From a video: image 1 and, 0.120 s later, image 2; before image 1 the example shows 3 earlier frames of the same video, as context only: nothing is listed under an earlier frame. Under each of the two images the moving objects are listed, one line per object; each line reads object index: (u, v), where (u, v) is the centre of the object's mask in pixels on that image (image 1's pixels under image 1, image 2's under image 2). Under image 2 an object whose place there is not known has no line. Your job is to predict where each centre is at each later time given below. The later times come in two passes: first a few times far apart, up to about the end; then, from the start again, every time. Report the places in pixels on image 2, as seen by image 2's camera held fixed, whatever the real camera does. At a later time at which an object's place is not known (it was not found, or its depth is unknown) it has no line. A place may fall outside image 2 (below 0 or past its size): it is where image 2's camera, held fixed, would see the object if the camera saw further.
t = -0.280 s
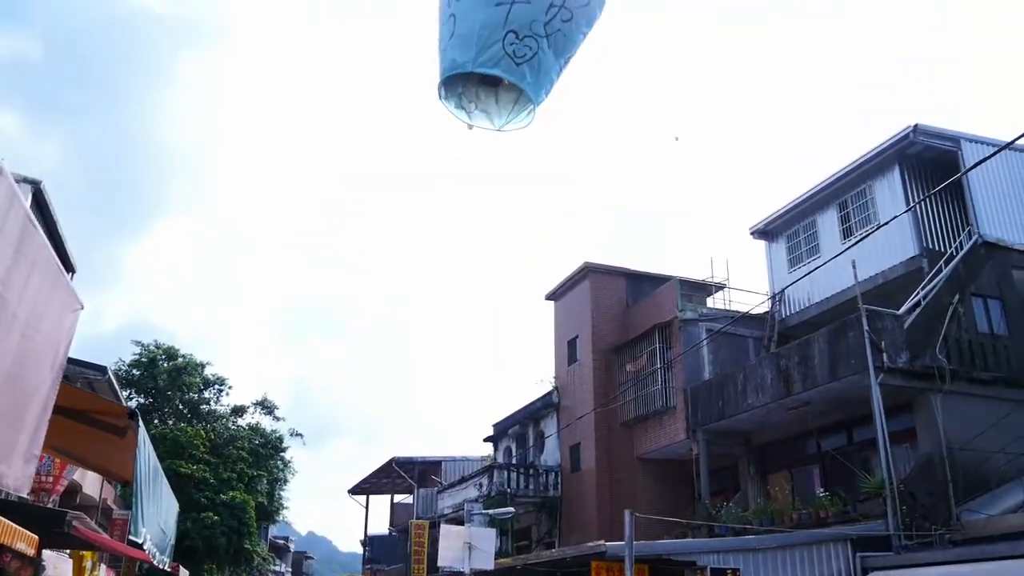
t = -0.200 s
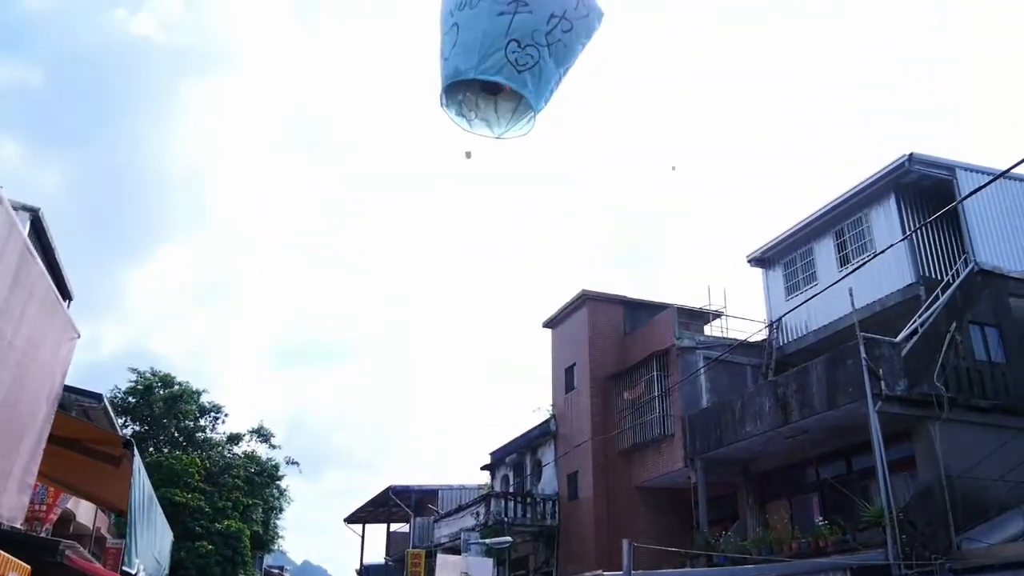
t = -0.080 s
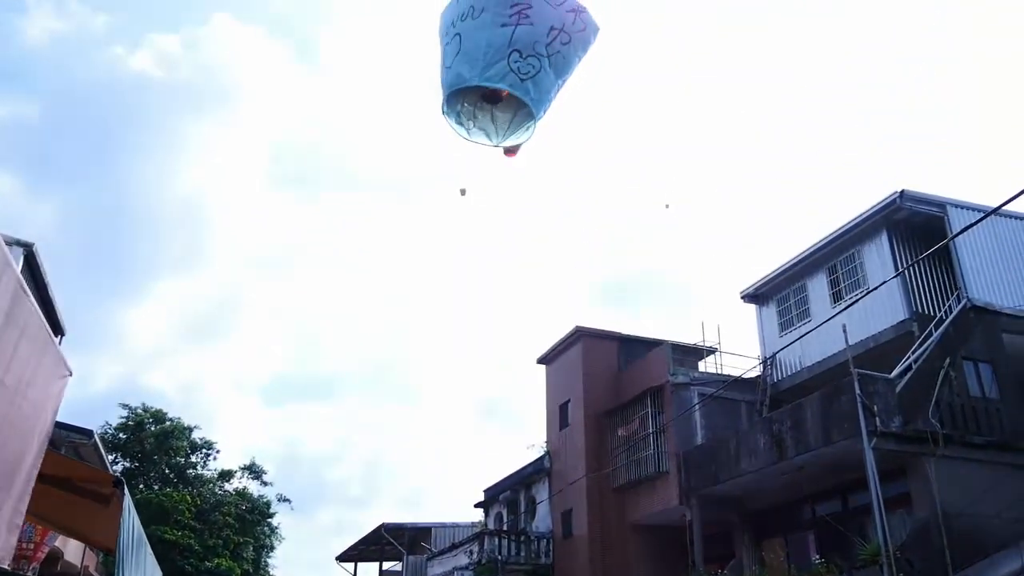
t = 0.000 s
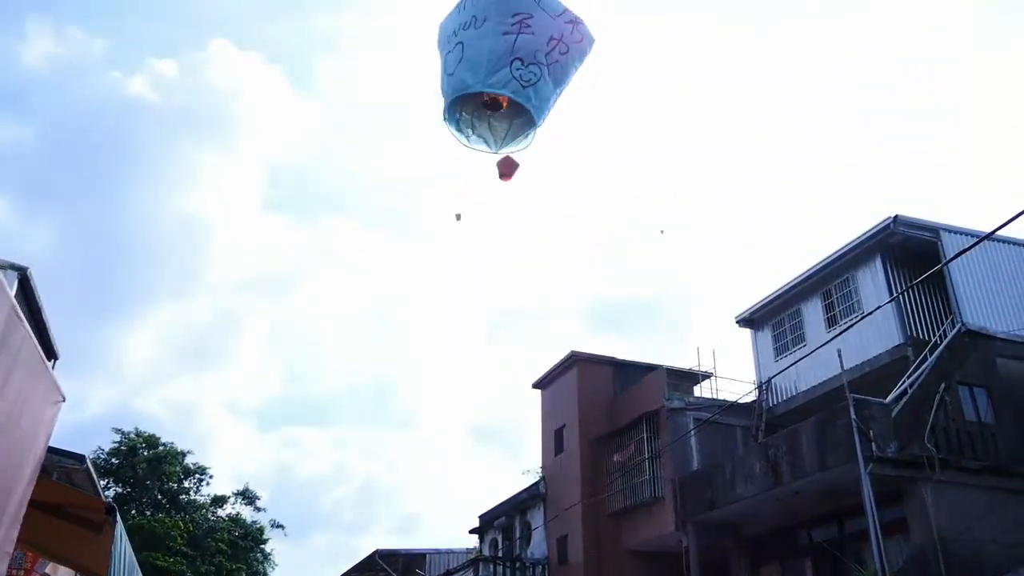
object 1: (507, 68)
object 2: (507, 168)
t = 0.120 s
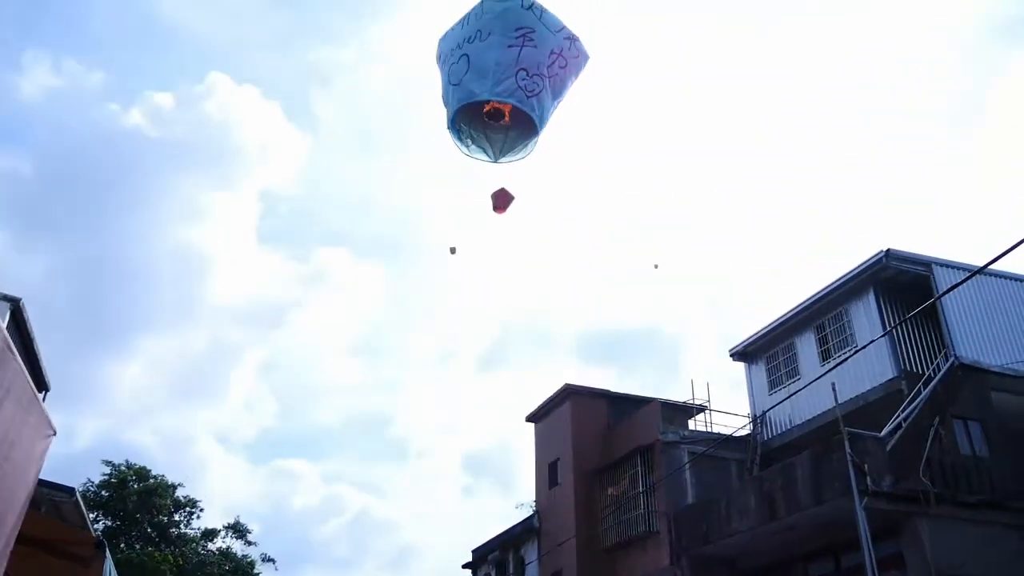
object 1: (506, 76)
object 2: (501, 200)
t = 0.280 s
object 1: (511, 48)
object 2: (502, 199)
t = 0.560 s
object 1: (516, 9)
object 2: (502, 197)
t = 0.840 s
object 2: (502, 196)
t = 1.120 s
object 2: (505, 196)
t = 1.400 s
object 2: (507, 195)
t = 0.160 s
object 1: (507, 68)
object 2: (501, 200)
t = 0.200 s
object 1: (508, 61)
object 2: (501, 200)
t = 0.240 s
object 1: (509, 55)
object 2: (502, 200)
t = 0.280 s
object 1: (511, 48)
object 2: (502, 199)
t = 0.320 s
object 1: (512, 42)
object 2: (502, 199)
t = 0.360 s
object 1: (513, 36)
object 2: (502, 199)
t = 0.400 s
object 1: (514, 31)
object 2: (502, 198)
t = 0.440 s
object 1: (514, 25)
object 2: (502, 198)
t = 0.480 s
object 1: (515, 20)
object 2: (502, 198)
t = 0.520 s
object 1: (515, 15)
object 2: (501, 198)
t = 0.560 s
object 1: (516, 9)
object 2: (502, 197)
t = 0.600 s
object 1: (516, 3)
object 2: (502, 197)
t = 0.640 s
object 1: (517, -3)
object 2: (501, 196)
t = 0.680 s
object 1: (517, -8)
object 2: (502, 196)
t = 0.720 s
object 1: (518, -12)
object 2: (502, 196)
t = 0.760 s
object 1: (519, -17)
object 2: (502, 196)
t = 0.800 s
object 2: (502, 196)
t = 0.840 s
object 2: (502, 196)
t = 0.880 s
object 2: (503, 196)
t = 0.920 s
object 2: (503, 197)
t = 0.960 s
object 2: (504, 196)
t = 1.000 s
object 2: (504, 196)
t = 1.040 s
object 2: (504, 196)
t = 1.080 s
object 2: (505, 196)
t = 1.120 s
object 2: (505, 196)
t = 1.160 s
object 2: (505, 196)
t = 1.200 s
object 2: (506, 196)
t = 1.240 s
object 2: (506, 195)
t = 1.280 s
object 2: (506, 195)
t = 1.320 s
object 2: (507, 195)
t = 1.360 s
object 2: (507, 195)
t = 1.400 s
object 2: (507, 195)
